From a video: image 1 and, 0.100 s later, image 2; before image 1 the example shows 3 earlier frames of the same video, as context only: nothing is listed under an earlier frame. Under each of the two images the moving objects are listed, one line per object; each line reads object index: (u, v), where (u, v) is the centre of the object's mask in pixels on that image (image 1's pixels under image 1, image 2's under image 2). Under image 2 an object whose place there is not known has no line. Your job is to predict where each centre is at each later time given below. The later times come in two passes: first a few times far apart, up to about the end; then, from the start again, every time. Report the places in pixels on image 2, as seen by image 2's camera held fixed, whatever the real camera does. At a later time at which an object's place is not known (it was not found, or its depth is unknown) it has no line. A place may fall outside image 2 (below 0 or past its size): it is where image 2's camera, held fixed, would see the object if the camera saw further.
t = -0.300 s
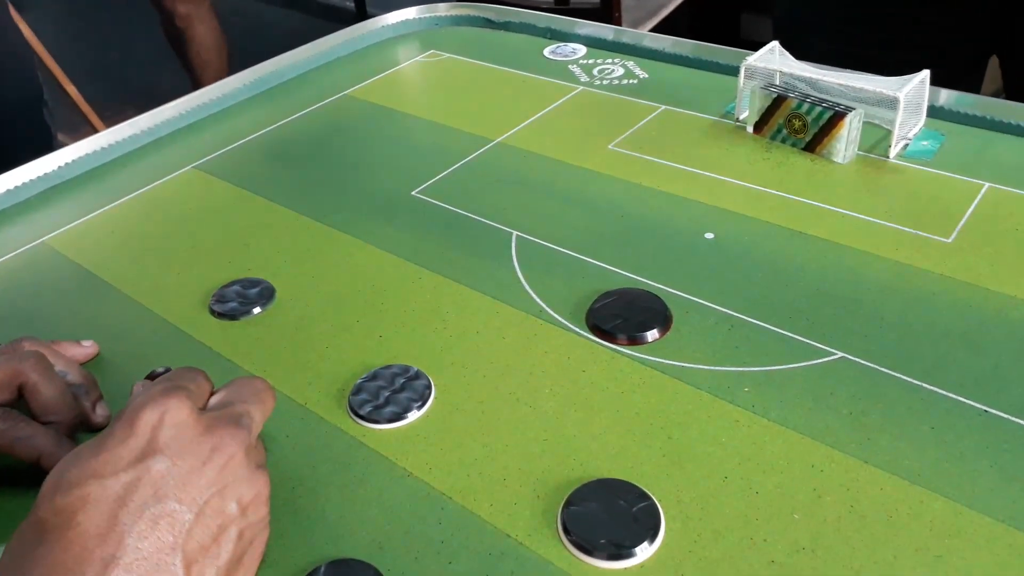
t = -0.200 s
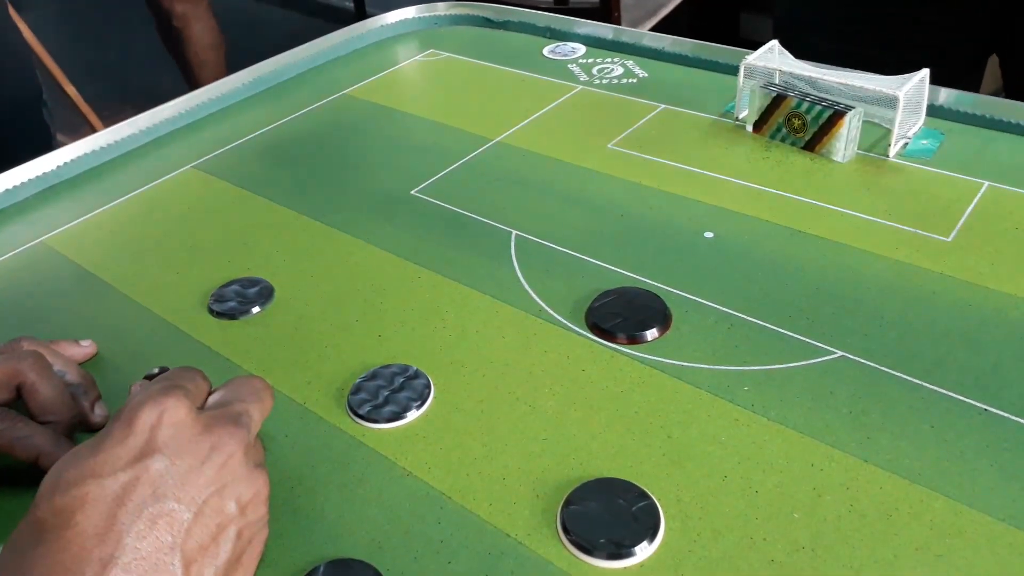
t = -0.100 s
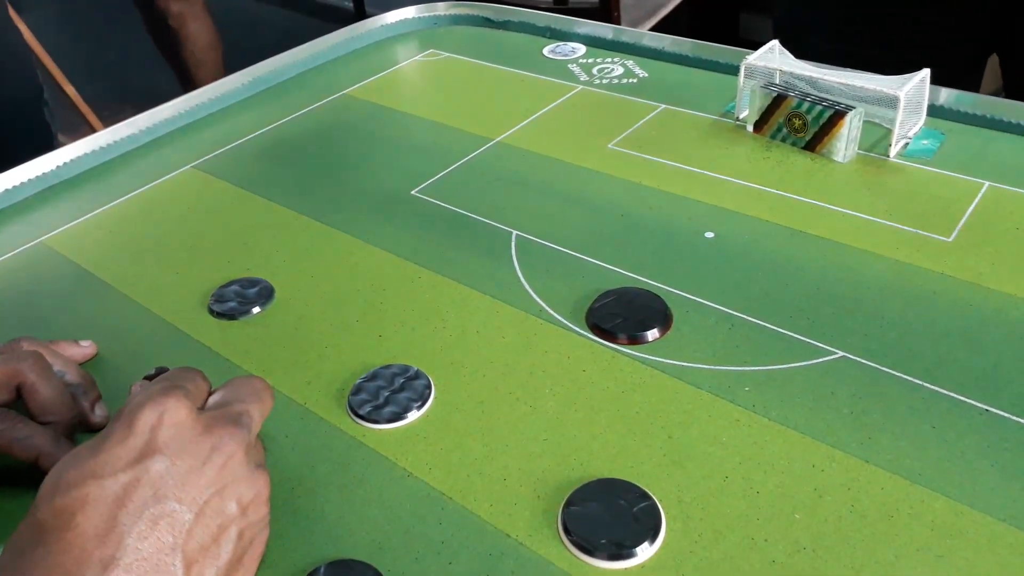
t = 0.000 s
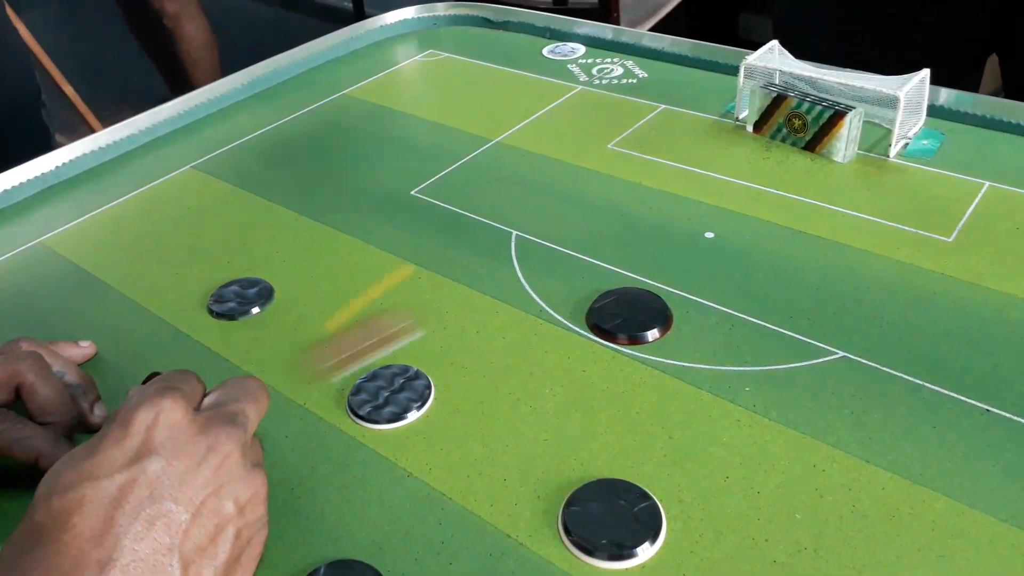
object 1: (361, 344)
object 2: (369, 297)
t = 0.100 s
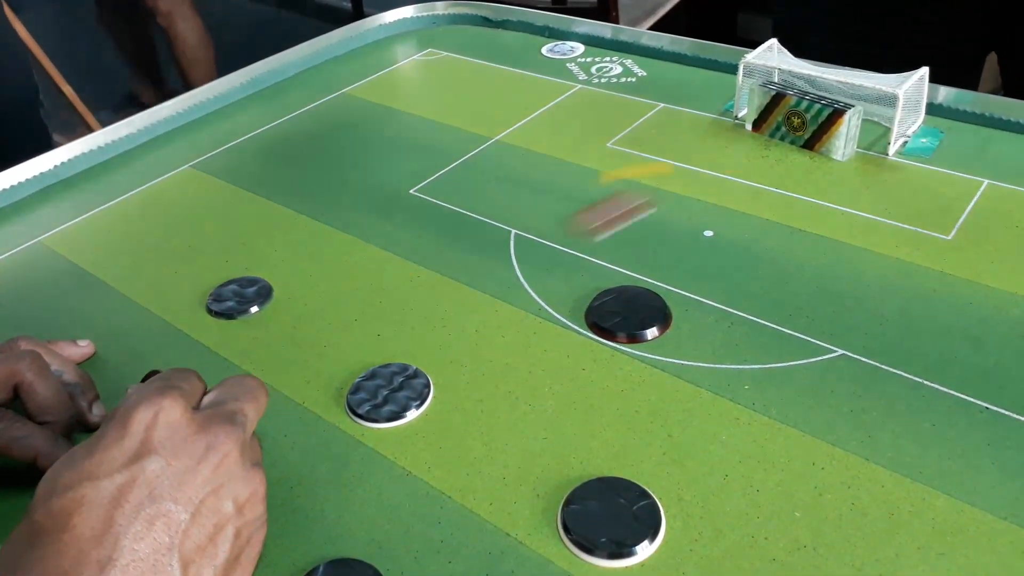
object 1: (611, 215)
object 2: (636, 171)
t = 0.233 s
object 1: (709, 173)
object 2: (883, 150)
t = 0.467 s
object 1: (541, 298)
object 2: (858, 313)
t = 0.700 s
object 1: (458, 361)
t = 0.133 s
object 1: (674, 182)
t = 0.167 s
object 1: (735, 151)
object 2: (783, 174)
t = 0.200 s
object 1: (732, 152)
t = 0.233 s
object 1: (709, 173)
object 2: (883, 150)
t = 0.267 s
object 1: (683, 192)
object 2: (873, 173)
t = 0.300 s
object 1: (658, 211)
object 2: (864, 194)
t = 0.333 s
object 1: (633, 230)
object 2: (861, 211)
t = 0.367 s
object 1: (609, 248)
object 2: (860, 233)
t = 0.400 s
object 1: (584, 266)
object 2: (857, 262)
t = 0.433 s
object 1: (563, 282)
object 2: (859, 279)
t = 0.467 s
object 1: (541, 298)
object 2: (858, 313)
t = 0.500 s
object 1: (520, 314)
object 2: (857, 343)
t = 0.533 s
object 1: (502, 328)
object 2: (858, 379)
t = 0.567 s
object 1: (485, 341)
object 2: (859, 412)
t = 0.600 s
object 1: (471, 351)
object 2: (861, 443)
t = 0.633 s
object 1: (460, 359)
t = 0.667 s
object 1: (458, 361)
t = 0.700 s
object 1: (458, 361)
